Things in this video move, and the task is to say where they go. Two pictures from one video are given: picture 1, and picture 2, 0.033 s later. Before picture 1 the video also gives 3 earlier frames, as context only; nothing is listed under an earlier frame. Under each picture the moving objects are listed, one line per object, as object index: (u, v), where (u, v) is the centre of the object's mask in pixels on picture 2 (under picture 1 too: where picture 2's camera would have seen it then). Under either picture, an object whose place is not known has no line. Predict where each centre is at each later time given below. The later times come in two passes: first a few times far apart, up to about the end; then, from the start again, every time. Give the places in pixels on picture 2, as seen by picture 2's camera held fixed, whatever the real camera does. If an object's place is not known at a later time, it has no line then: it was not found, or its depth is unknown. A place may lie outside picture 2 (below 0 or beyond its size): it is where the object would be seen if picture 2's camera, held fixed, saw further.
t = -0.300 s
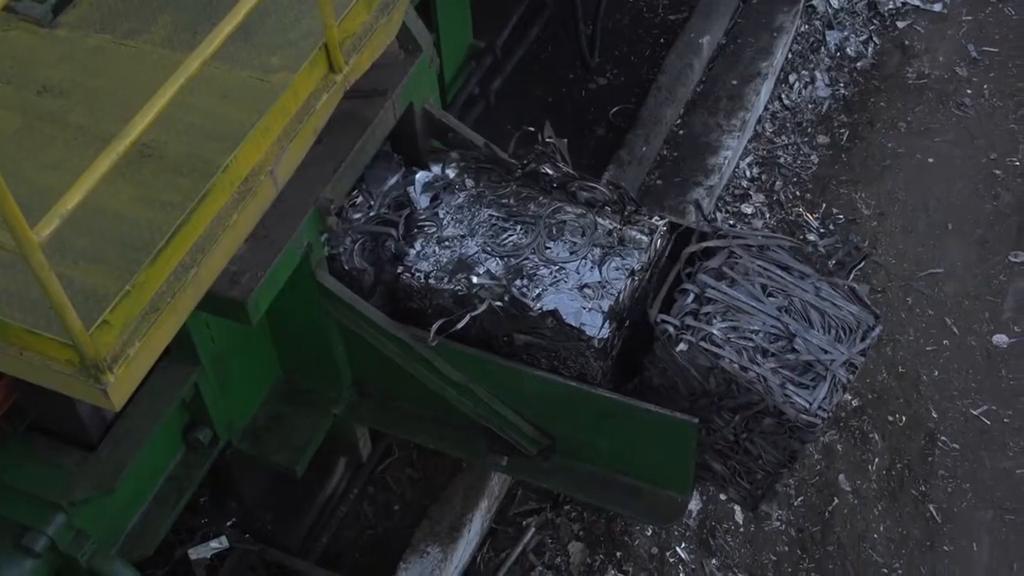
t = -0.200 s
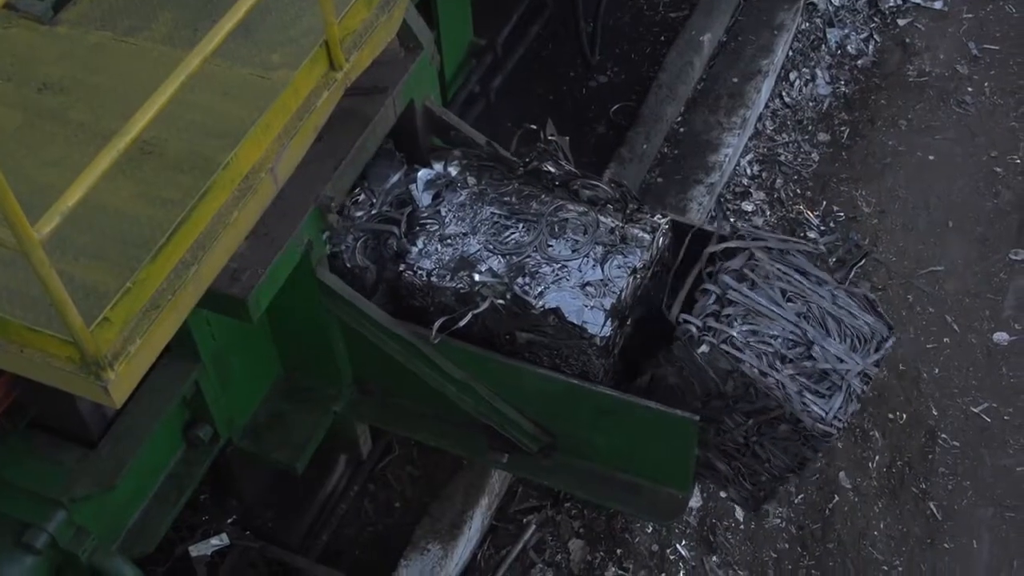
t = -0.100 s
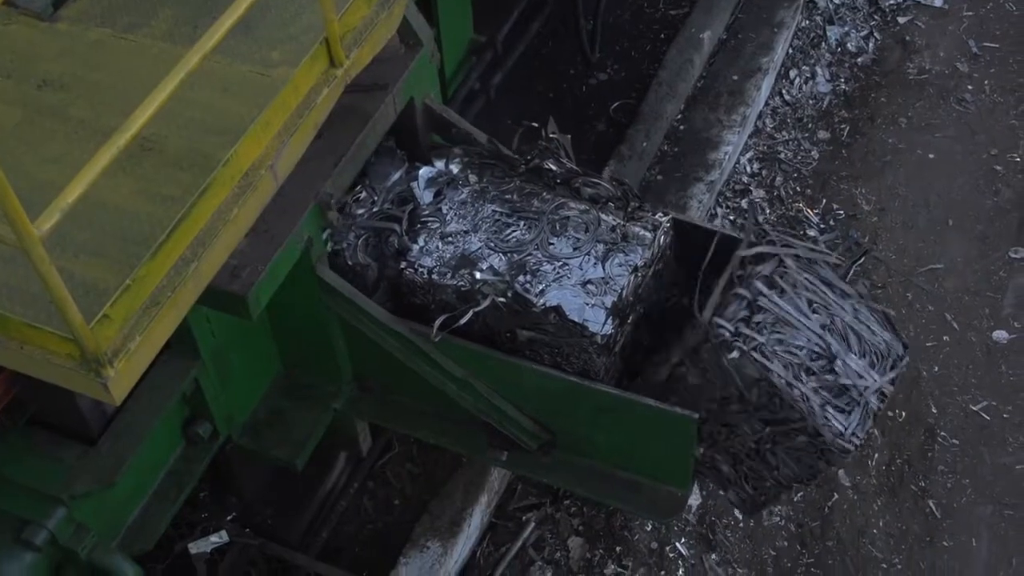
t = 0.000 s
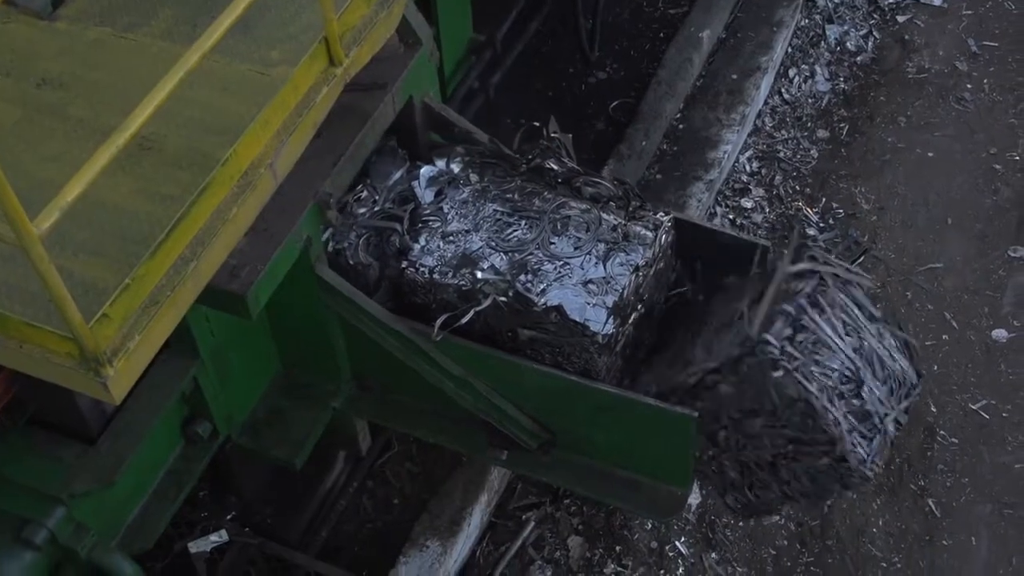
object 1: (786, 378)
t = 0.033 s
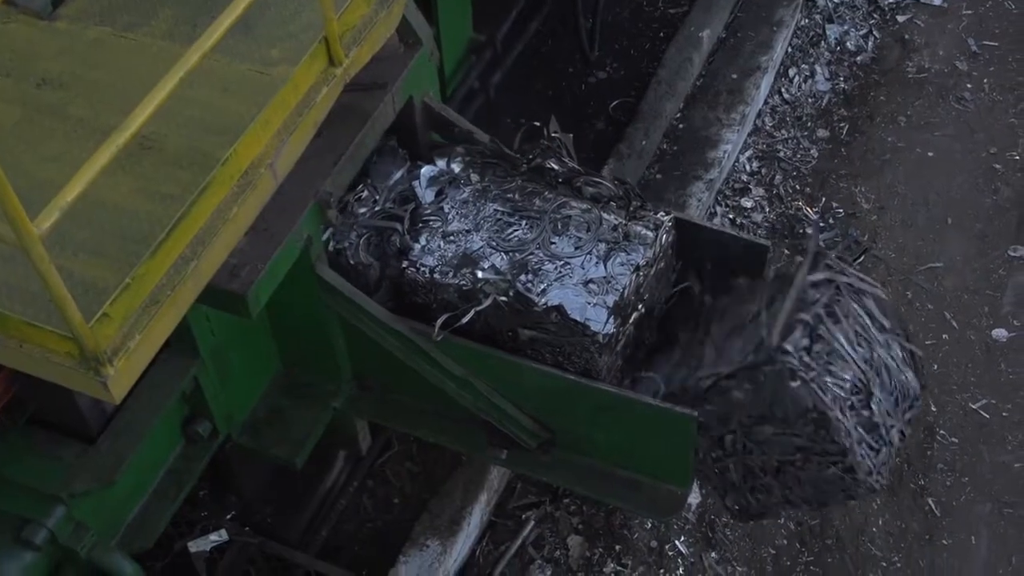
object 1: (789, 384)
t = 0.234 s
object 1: (823, 453)
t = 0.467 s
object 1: (854, 511)
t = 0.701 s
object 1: (824, 507)
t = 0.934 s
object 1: (863, 524)
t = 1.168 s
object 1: (888, 517)
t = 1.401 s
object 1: (891, 517)
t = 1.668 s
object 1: (891, 517)
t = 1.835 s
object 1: (890, 517)
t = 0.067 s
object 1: (793, 389)
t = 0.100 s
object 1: (808, 404)
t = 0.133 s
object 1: (811, 414)
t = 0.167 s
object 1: (817, 426)
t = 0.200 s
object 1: (821, 437)
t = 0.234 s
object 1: (823, 453)
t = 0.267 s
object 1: (828, 467)
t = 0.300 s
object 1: (828, 475)
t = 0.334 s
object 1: (834, 490)
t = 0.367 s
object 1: (838, 502)
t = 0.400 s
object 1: (840, 512)
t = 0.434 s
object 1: (843, 513)
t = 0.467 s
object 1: (854, 511)
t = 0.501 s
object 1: (849, 509)
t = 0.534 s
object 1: (845, 507)
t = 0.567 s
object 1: (839, 507)
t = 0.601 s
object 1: (831, 507)
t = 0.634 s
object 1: (826, 506)
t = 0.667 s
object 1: (823, 507)
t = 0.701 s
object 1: (824, 507)
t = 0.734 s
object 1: (828, 510)
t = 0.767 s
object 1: (829, 511)
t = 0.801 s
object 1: (831, 514)
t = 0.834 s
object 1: (838, 516)
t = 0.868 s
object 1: (844, 519)
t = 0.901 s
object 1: (852, 522)
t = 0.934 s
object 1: (863, 524)
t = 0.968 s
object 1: (872, 524)
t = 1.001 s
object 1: (879, 521)
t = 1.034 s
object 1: (884, 519)
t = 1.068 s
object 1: (886, 518)
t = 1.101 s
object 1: (888, 517)
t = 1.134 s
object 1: (889, 517)
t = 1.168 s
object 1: (888, 517)
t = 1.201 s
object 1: (891, 517)
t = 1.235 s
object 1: (892, 517)
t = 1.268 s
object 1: (892, 517)
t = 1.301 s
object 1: (894, 517)
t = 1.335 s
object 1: (893, 517)
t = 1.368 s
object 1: (892, 517)
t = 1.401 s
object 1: (891, 517)
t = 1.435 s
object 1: (891, 517)
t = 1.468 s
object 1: (891, 517)
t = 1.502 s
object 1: (891, 517)
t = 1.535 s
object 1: (891, 518)
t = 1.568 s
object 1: (891, 518)
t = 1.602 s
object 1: (891, 517)
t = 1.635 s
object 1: (891, 517)
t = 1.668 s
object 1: (891, 517)
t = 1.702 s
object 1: (891, 517)
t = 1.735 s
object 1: (890, 517)
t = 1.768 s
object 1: (890, 517)
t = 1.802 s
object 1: (890, 517)
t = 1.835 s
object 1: (890, 517)
